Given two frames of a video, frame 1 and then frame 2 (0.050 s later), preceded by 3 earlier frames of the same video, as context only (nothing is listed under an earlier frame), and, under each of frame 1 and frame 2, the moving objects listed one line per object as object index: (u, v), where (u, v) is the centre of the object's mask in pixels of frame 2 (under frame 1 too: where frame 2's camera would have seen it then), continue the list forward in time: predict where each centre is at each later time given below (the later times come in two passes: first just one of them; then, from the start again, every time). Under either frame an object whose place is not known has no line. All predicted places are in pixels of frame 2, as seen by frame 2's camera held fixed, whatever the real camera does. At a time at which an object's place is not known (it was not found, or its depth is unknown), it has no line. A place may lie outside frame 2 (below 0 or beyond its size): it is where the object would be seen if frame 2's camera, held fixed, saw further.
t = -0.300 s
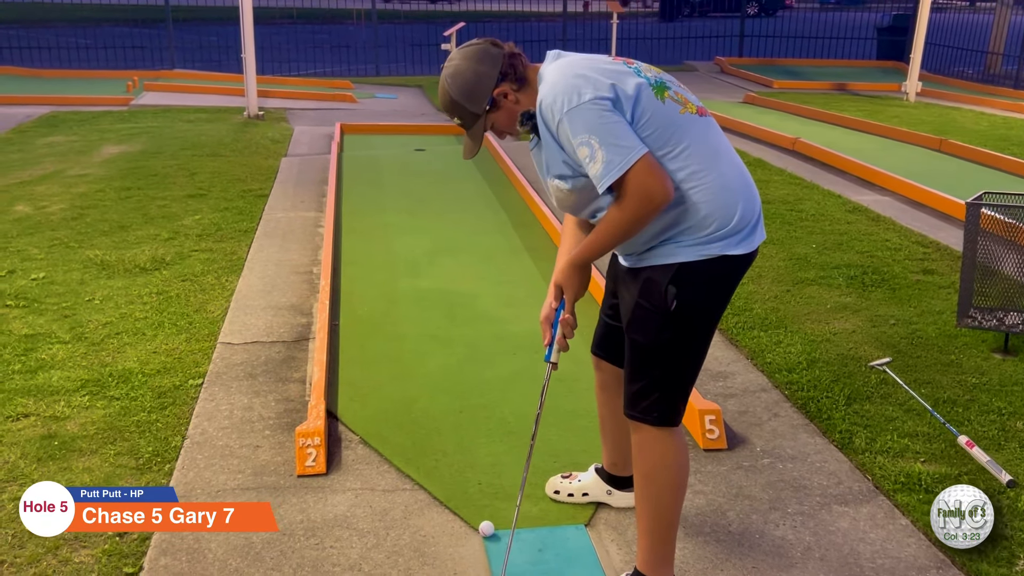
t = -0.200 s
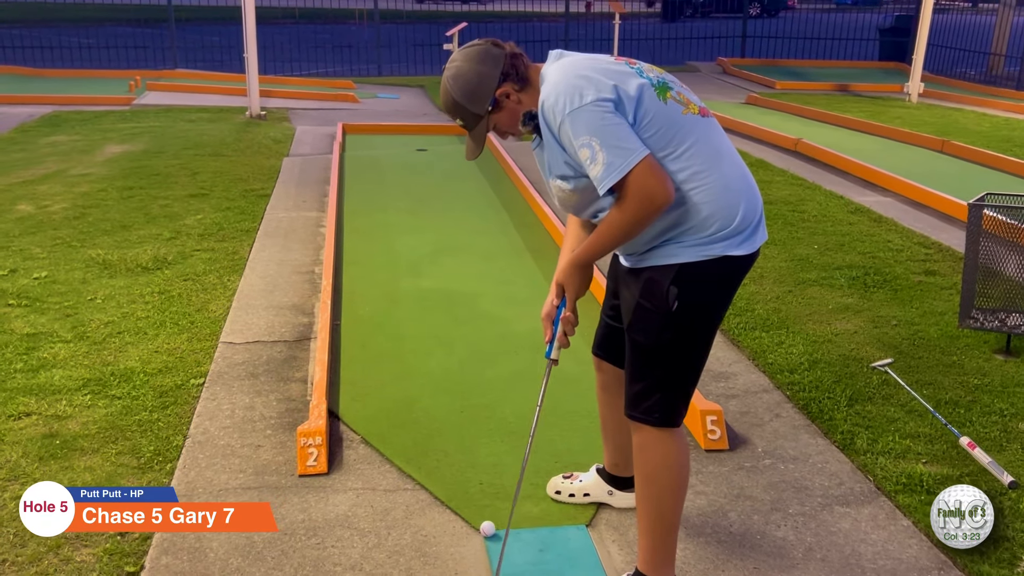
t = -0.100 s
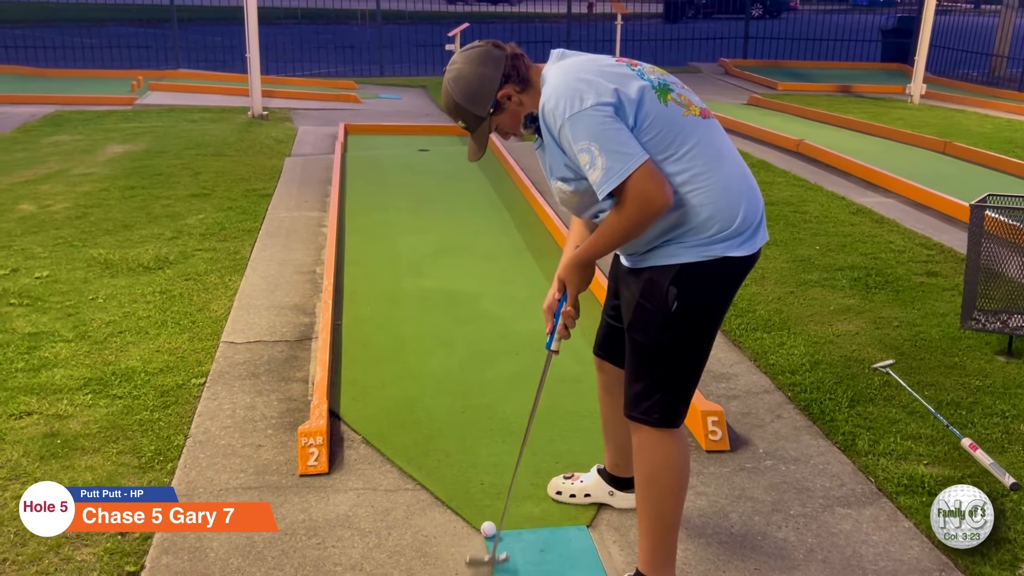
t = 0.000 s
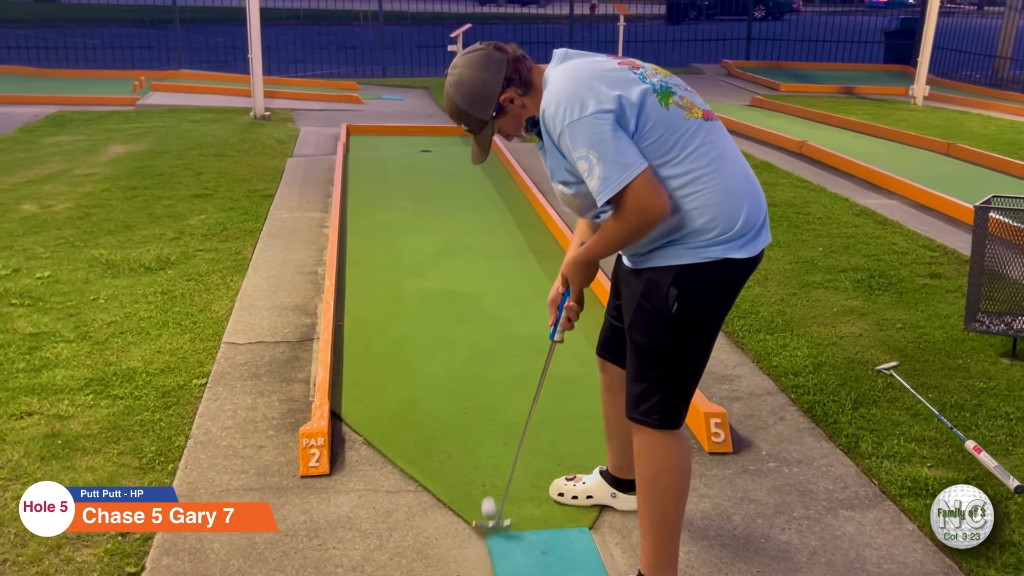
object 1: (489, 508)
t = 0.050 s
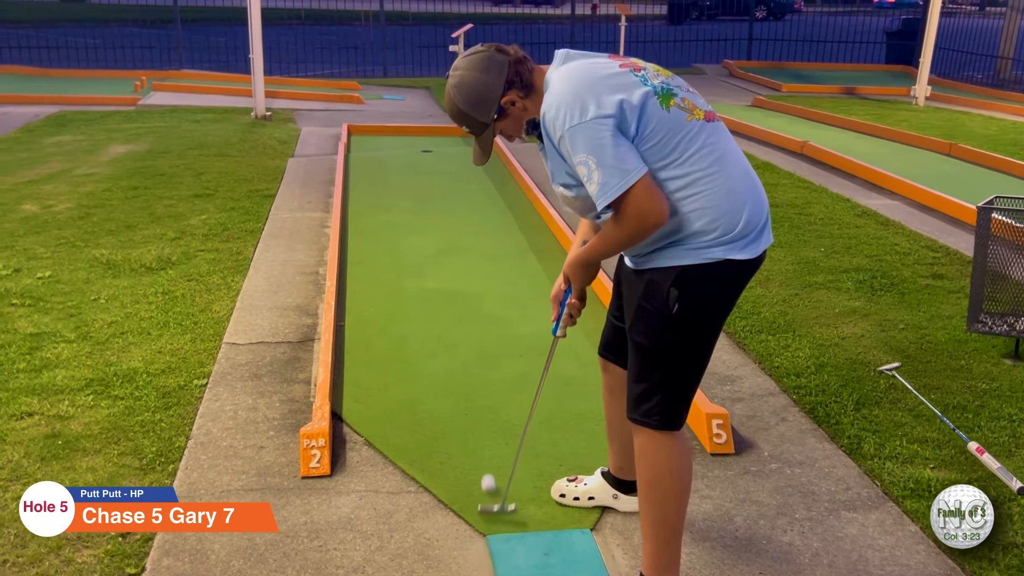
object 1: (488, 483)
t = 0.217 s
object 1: (484, 420)
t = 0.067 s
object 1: (488, 474)
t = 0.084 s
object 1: (487, 467)
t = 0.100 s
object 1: (487, 460)
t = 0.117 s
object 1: (486, 454)
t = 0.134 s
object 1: (486, 447)
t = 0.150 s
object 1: (486, 441)
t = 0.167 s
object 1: (485, 436)
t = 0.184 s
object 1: (485, 430)
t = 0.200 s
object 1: (484, 425)
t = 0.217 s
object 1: (484, 420)
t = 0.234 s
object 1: (483, 415)
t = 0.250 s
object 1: (483, 411)
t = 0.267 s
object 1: (483, 406)
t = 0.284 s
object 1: (482, 402)
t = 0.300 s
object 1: (482, 398)
